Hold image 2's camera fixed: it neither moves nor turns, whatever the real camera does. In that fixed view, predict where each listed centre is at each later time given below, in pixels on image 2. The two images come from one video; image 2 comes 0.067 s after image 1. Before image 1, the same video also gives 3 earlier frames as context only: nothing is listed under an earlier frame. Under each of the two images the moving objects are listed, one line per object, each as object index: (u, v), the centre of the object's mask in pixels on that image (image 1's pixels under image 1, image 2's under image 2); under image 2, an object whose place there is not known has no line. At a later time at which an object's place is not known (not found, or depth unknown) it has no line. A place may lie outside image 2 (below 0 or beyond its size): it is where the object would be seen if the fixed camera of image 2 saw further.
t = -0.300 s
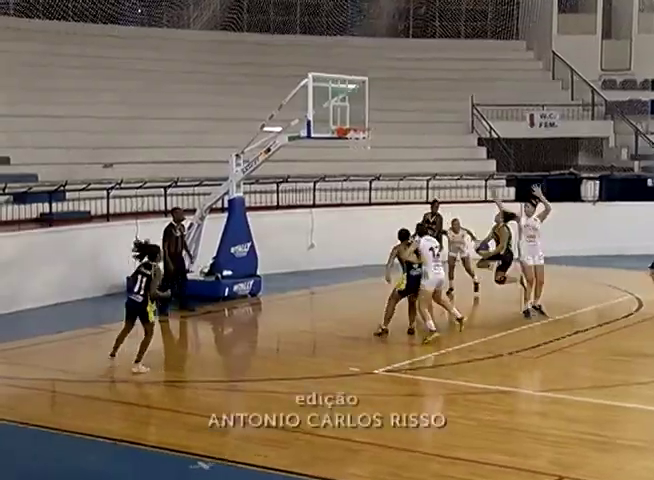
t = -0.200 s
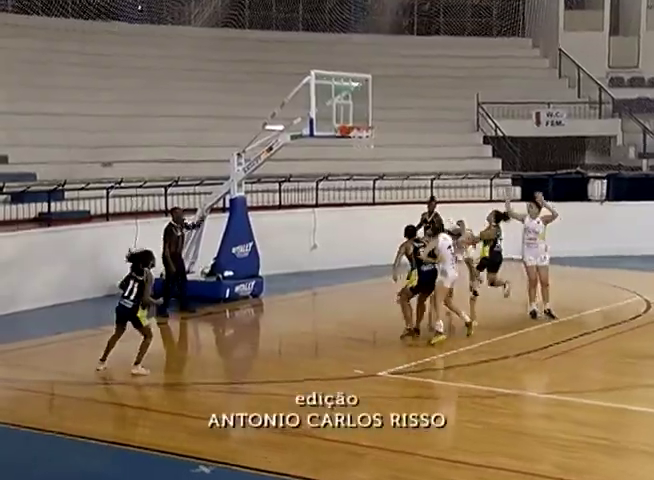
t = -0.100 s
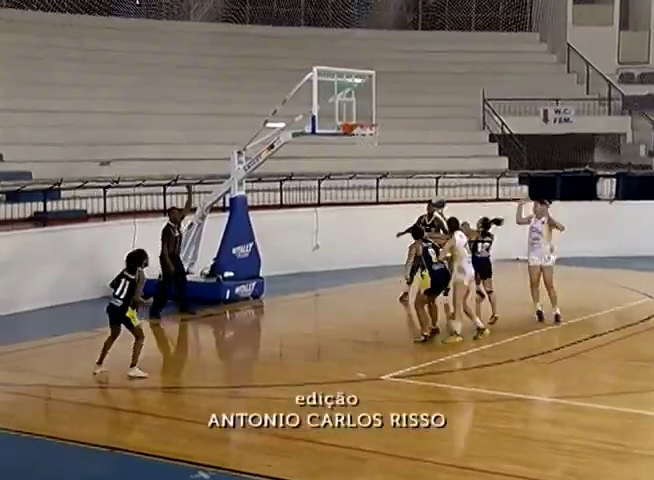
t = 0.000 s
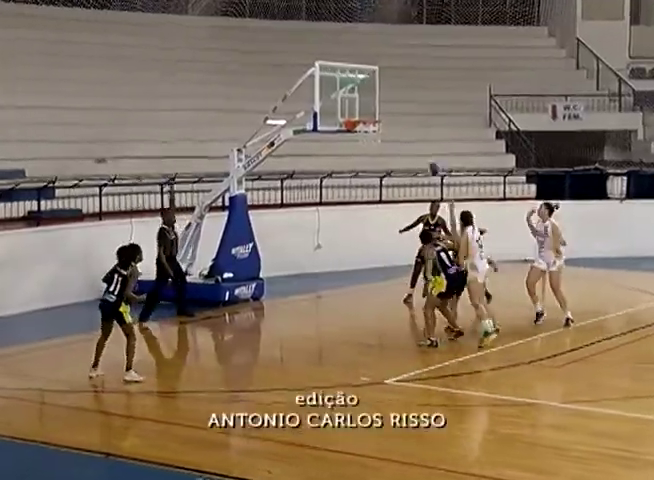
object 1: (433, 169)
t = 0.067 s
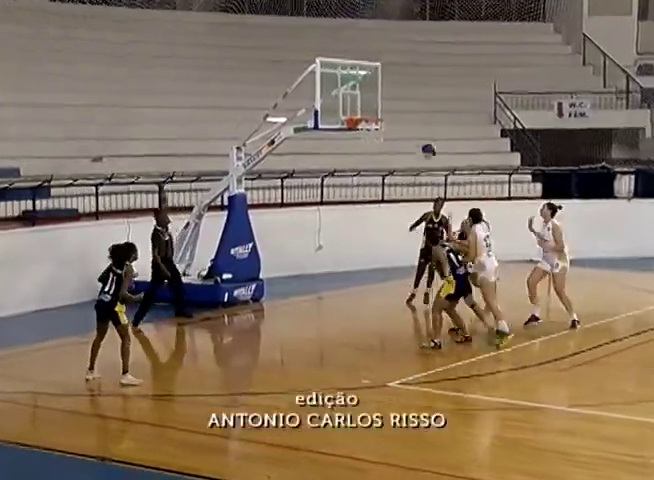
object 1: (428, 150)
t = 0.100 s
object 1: (425, 142)
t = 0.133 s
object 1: (420, 135)
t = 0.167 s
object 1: (417, 130)
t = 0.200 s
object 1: (414, 124)
